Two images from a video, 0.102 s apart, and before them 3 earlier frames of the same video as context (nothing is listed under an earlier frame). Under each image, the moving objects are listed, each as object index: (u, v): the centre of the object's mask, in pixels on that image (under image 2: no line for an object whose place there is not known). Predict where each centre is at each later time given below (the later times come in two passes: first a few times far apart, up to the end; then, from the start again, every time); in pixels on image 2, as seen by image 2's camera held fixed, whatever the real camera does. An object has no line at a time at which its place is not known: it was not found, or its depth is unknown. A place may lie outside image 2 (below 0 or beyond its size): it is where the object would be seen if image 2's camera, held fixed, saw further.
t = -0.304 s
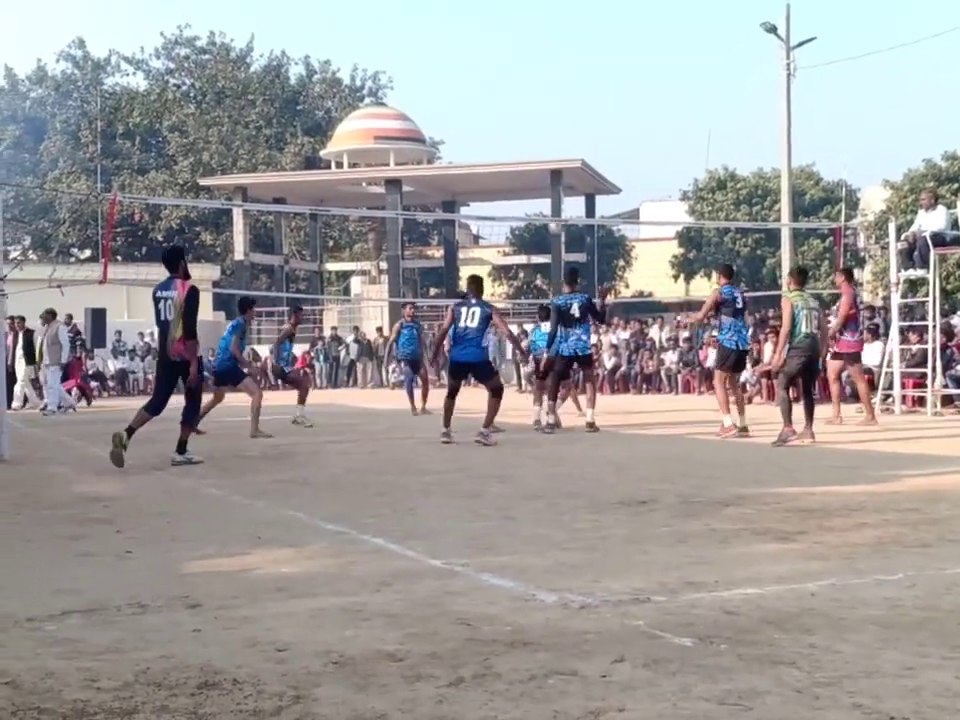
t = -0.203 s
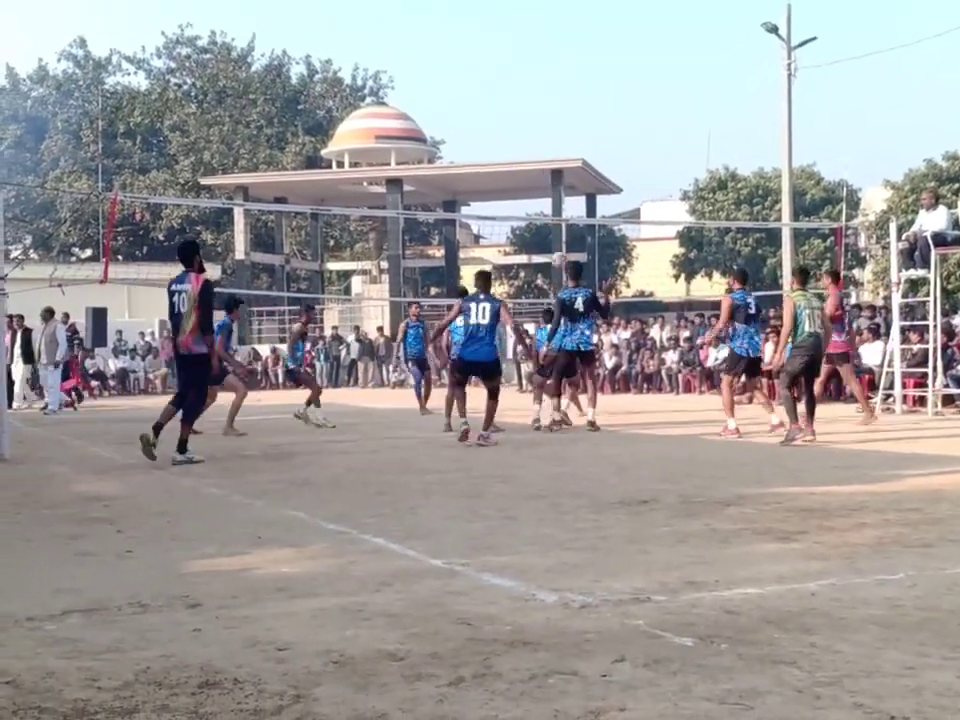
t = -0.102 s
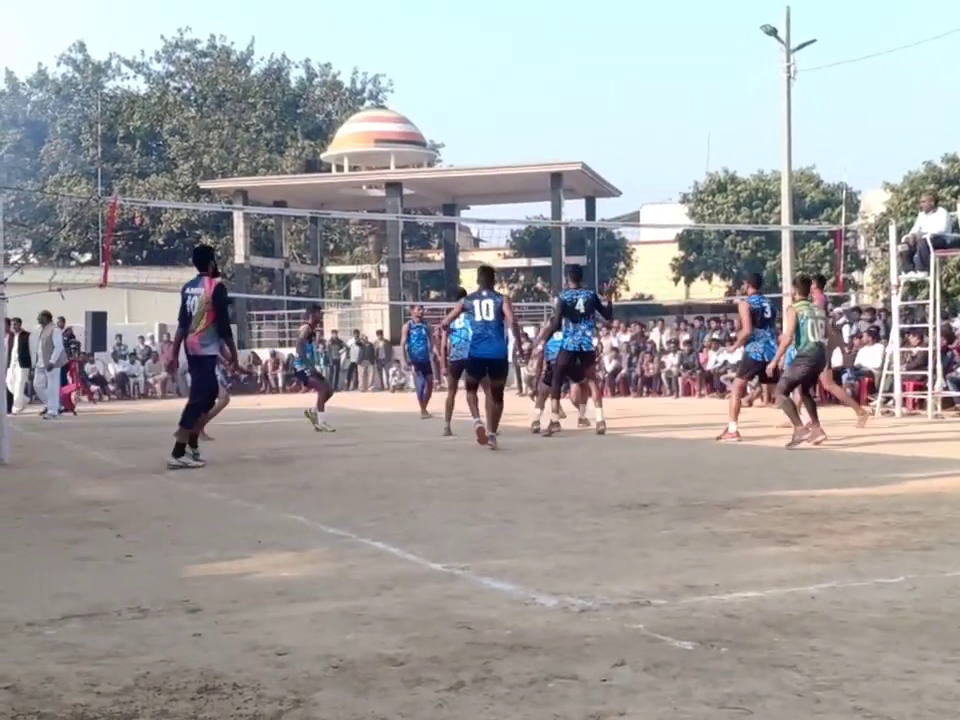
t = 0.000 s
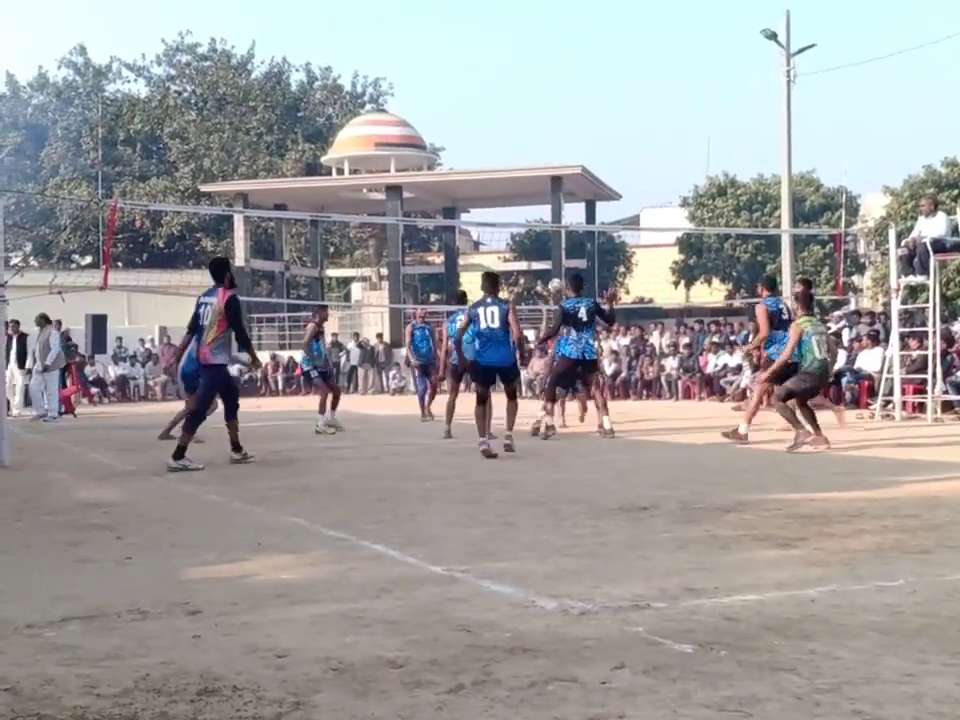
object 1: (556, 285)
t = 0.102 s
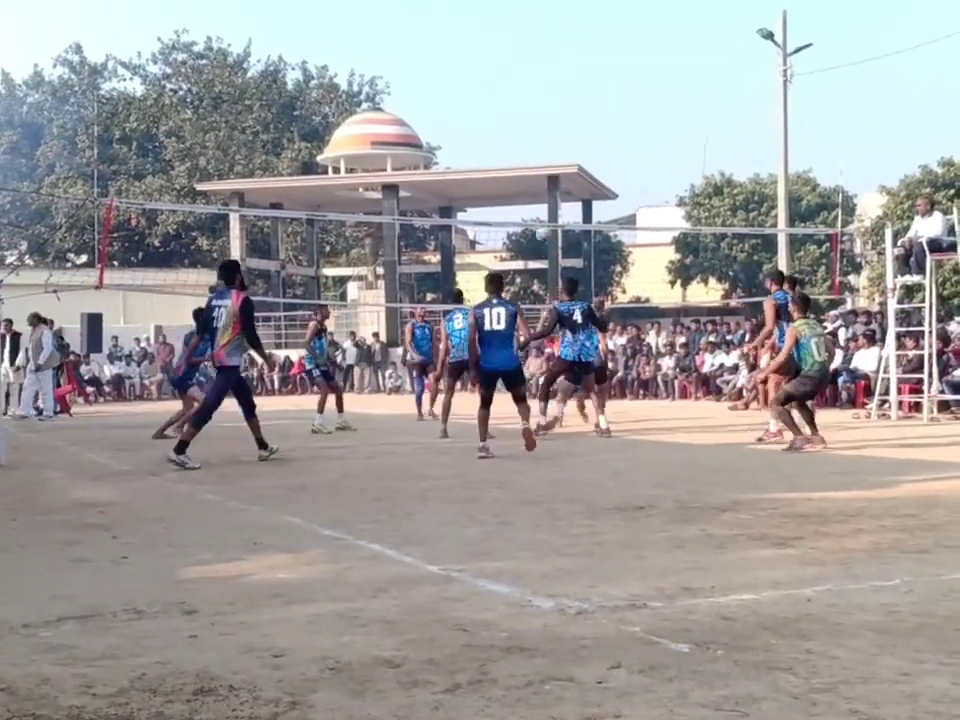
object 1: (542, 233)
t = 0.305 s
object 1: (525, 150)
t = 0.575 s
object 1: (503, 87)
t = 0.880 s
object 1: (479, 80)
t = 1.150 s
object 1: (460, 133)
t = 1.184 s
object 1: (458, 144)
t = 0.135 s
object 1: (541, 215)
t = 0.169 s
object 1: (537, 202)
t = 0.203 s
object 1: (533, 187)
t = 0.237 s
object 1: (531, 175)
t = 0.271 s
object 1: (529, 162)
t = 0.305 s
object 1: (525, 150)
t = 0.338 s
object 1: (523, 139)
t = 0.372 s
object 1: (519, 129)
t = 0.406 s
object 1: (516, 120)
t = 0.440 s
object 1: (514, 112)
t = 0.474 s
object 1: (511, 105)
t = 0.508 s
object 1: (508, 98)
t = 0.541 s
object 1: (505, 92)
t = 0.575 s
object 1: (503, 87)
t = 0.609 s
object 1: (500, 82)
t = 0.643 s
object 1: (497, 79)
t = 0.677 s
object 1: (494, 76)
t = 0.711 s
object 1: (492, 75)
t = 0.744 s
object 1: (490, 74)
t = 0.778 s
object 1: (487, 74)
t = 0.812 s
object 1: (485, 75)
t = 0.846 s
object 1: (482, 77)
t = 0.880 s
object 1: (479, 80)
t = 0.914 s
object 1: (477, 83)
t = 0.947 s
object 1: (474, 88)
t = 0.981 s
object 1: (473, 93)
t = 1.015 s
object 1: (470, 99)
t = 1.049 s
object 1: (467, 106)
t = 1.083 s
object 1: (465, 115)
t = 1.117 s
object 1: (463, 123)
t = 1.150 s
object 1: (460, 133)
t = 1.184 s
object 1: (458, 144)
